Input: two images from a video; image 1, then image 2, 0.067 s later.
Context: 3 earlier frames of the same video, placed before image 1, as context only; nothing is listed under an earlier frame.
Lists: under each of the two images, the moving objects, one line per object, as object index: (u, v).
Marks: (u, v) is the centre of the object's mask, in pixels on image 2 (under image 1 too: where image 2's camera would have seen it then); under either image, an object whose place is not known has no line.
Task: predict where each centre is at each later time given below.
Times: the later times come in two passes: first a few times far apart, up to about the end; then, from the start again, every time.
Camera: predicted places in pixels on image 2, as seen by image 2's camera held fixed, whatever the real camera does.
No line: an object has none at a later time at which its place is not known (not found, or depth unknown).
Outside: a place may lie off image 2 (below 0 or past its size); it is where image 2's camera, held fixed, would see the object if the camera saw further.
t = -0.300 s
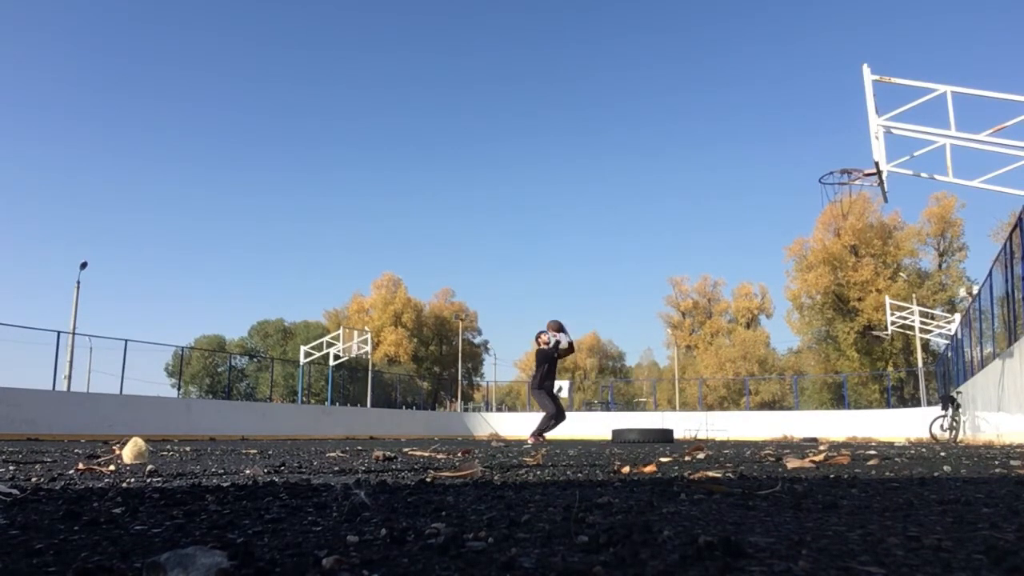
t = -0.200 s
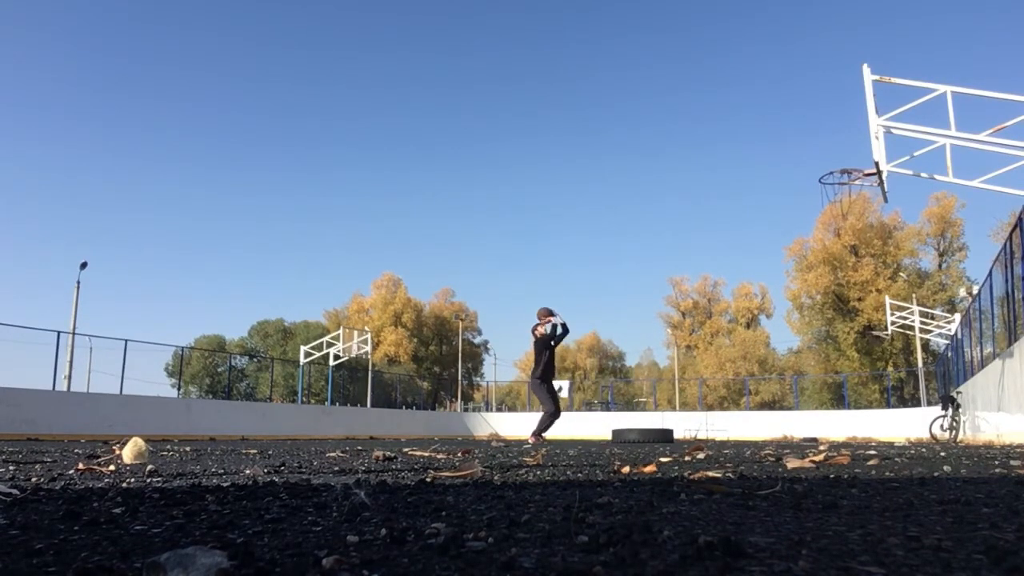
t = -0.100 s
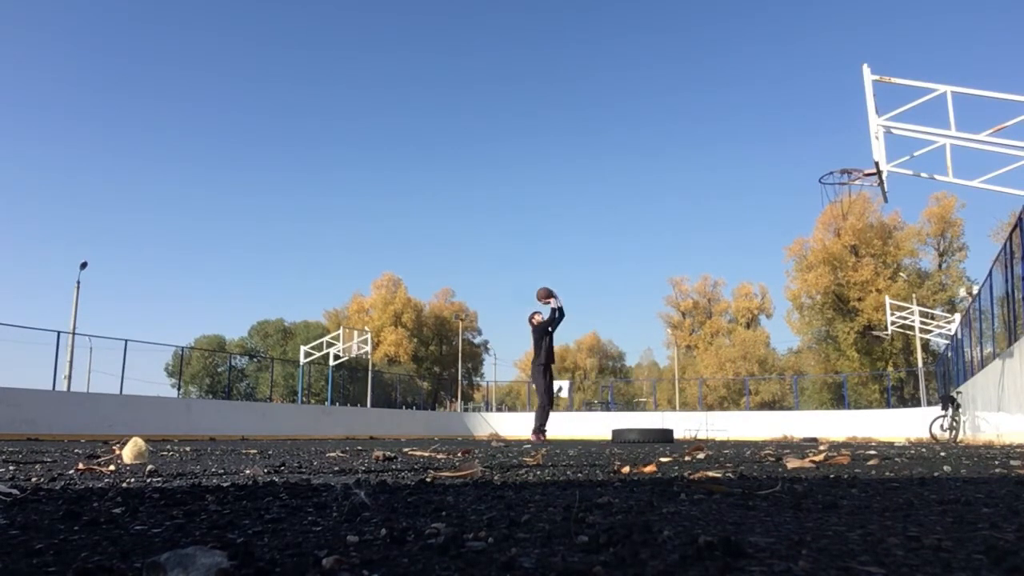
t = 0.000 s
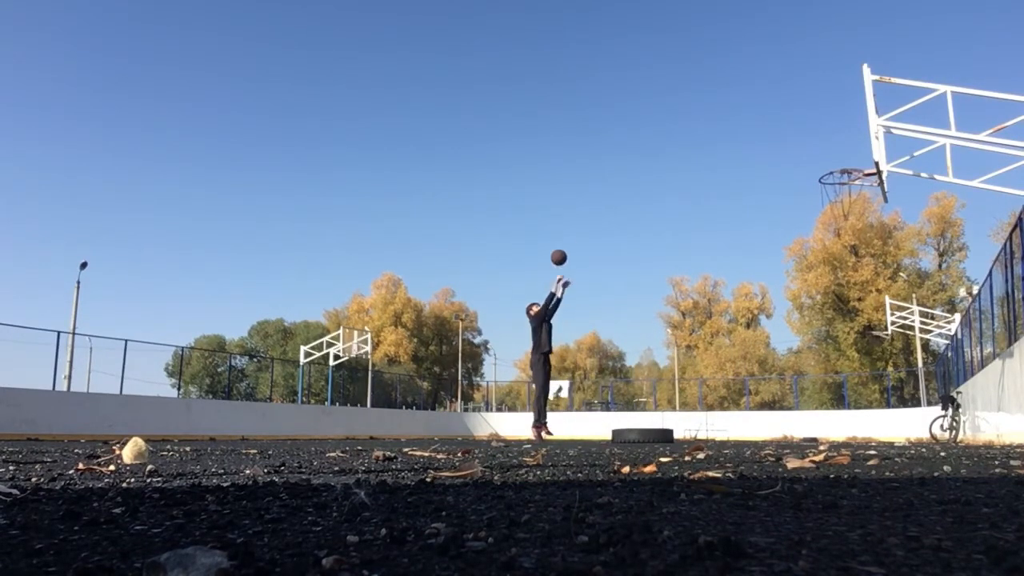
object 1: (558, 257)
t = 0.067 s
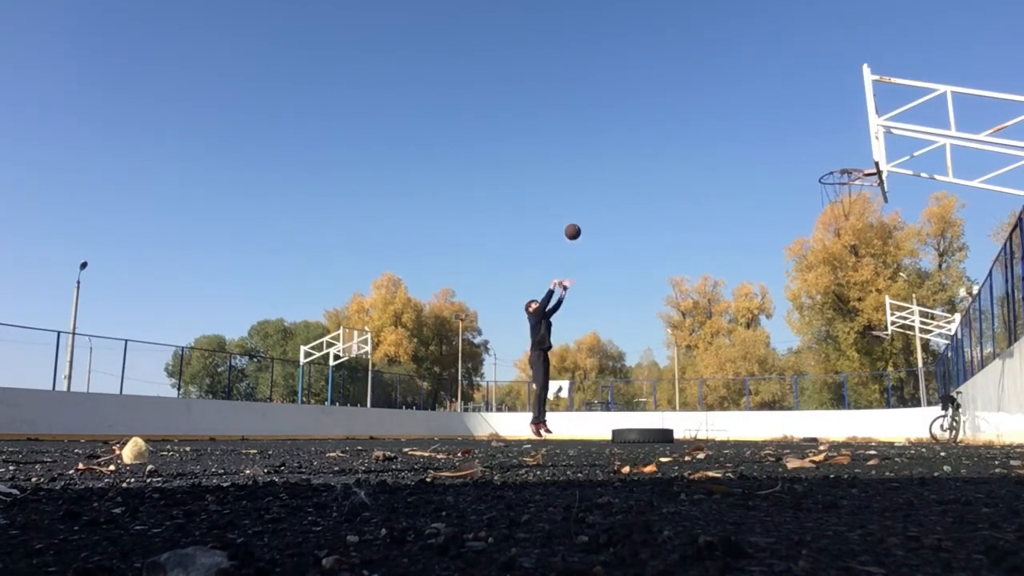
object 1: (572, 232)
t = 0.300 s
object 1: (624, 161)
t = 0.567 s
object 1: (693, 119)
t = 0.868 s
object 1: (785, 131)
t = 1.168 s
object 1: (852, 117)
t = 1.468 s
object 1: (824, 96)
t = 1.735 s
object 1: (792, 147)
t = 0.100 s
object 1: (579, 219)
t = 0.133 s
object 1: (587, 208)
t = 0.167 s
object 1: (594, 198)
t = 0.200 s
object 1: (601, 188)
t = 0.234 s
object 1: (609, 178)
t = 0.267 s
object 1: (617, 169)
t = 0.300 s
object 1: (624, 161)
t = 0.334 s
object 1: (632, 153)
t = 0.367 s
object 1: (641, 147)
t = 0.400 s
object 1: (649, 140)
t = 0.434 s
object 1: (657, 135)
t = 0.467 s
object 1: (666, 130)
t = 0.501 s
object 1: (675, 125)
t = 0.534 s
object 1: (683, 122)
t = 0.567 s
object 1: (693, 119)
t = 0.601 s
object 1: (702, 117)
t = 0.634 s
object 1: (712, 116)
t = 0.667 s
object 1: (721, 115)
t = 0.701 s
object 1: (731, 116)
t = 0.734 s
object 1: (741, 117)
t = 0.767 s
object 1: (752, 119)
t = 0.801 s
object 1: (763, 122)
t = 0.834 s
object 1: (774, 126)
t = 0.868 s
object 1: (785, 131)
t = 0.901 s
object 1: (797, 137)
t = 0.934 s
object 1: (809, 143)
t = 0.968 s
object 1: (821, 151)
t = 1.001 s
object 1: (834, 161)
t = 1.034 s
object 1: (839, 153)
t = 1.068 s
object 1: (842, 143)
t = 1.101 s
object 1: (845, 133)
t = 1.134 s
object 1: (848, 125)
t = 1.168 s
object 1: (852, 117)
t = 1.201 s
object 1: (855, 110)
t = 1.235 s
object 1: (854, 104)
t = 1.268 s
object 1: (849, 100)
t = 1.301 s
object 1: (845, 97)
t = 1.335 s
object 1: (840, 95)
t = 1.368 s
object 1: (836, 93)
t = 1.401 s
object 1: (832, 93)
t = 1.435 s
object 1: (828, 94)
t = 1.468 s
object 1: (824, 96)
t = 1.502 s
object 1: (819, 99)
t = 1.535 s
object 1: (815, 102)
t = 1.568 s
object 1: (811, 107)
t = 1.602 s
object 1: (807, 113)
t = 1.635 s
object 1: (803, 120)
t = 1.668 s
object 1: (799, 128)
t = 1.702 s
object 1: (795, 137)
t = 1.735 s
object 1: (792, 147)
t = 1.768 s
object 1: (788, 159)
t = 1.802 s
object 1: (784, 171)
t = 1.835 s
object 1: (780, 185)
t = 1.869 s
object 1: (776, 200)
